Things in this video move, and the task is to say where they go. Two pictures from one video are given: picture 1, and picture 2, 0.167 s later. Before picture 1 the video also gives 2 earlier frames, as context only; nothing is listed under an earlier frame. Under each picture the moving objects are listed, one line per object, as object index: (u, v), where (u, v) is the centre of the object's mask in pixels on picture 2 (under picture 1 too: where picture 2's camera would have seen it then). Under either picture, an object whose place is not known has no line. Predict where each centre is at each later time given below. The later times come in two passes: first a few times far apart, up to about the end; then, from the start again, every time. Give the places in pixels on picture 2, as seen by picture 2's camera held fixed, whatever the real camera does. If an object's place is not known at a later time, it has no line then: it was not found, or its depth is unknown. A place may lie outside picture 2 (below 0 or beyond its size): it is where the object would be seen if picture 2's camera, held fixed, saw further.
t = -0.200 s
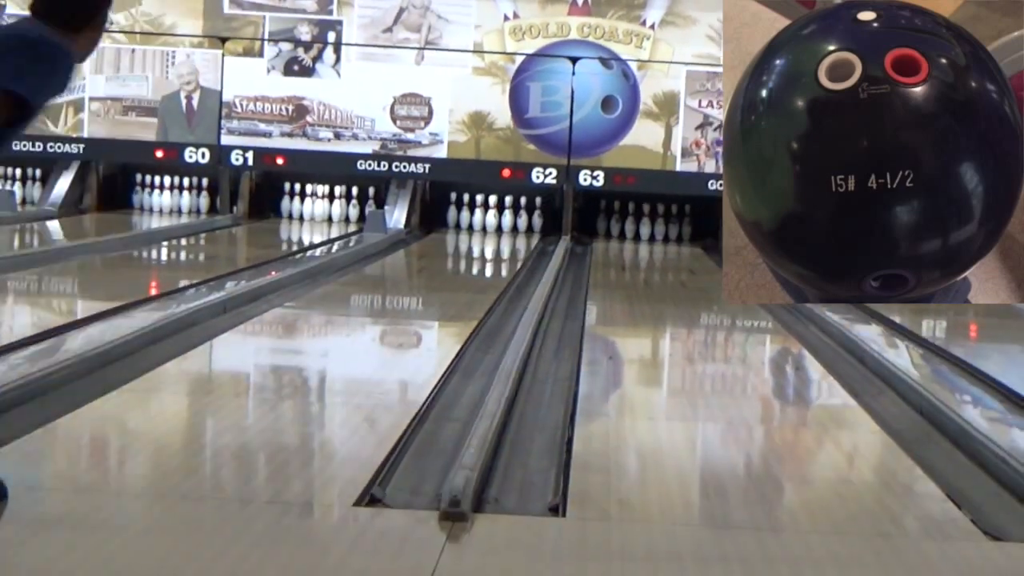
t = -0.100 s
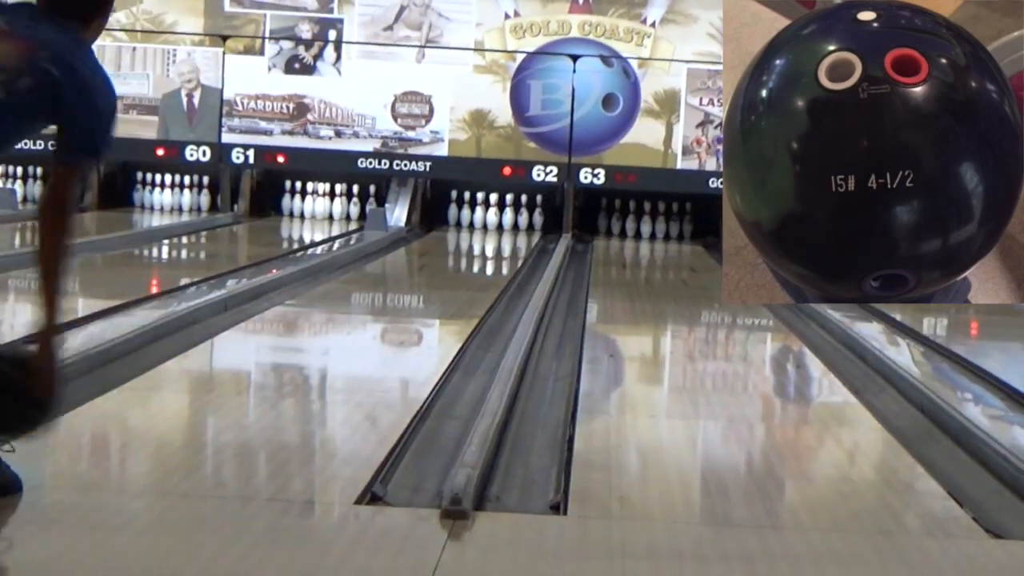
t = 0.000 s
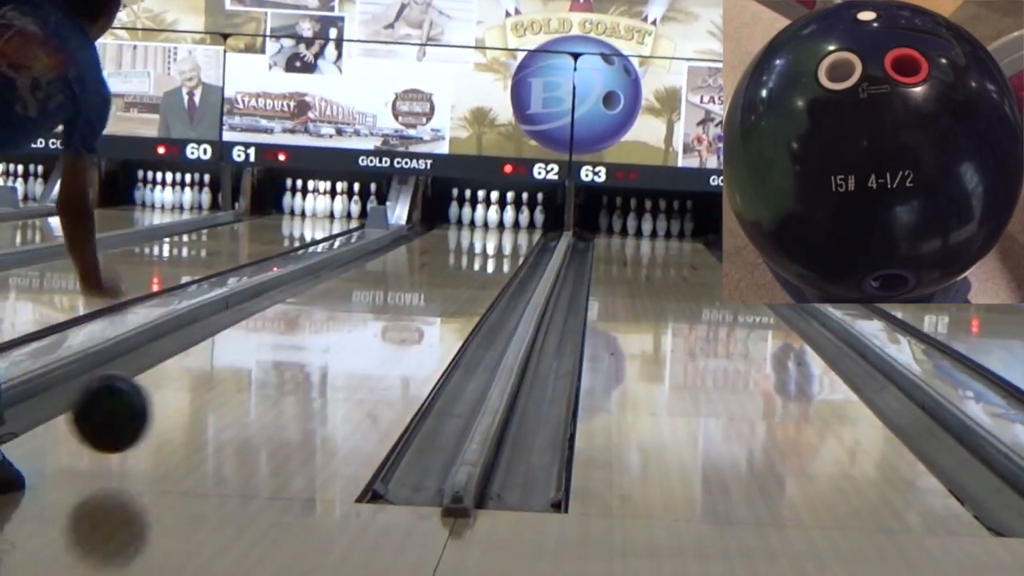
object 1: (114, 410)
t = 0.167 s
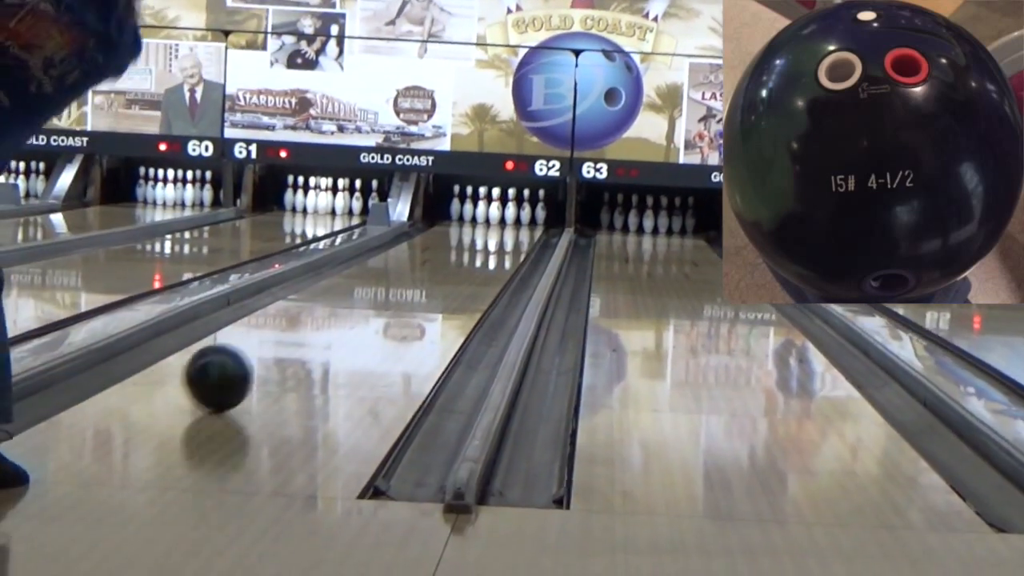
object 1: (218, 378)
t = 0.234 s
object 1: (250, 362)
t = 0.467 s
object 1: (335, 320)
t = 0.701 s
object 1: (394, 292)
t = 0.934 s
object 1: (434, 274)
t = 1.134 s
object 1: (461, 262)
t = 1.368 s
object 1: (485, 250)
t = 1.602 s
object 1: (501, 241)
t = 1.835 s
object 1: (512, 233)
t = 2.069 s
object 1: (515, 226)
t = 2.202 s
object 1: (514, 222)
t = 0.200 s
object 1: (235, 369)
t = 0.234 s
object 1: (250, 362)
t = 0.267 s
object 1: (265, 355)
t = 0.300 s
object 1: (278, 348)
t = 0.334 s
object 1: (291, 342)
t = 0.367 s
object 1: (303, 336)
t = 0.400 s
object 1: (315, 330)
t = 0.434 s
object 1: (325, 325)
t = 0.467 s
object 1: (335, 320)
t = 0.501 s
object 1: (345, 315)
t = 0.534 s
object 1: (354, 311)
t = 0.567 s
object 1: (363, 306)
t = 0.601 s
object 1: (371, 303)
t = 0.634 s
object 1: (379, 299)
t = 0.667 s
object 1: (386, 295)
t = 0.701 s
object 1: (394, 292)
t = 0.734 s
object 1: (400, 289)
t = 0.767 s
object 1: (406, 286)
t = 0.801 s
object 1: (412, 284)
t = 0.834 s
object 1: (418, 281)
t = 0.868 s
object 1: (424, 278)
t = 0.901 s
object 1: (429, 276)
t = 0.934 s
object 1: (434, 274)
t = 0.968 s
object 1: (439, 271)
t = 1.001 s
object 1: (444, 269)
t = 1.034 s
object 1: (449, 268)
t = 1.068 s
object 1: (454, 265)
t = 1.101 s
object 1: (457, 264)
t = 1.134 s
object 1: (461, 262)
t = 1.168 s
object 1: (465, 261)
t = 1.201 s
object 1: (469, 258)
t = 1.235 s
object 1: (473, 257)
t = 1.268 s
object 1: (476, 255)
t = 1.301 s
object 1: (479, 253)
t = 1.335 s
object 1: (482, 252)
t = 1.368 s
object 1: (485, 250)
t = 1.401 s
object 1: (488, 249)
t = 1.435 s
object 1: (490, 248)
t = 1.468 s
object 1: (493, 246)
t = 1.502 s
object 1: (495, 245)
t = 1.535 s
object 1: (498, 244)
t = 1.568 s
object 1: (500, 242)
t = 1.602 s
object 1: (501, 241)
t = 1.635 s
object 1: (504, 240)
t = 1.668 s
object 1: (506, 238)
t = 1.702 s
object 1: (507, 237)
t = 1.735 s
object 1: (509, 237)
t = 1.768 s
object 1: (510, 236)
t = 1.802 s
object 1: (511, 235)
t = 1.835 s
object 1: (512, 233)
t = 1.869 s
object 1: (513, 232)
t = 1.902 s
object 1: (514, 231)
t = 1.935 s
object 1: (515, 230)
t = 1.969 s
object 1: (515, 229)
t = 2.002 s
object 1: (515, 228)
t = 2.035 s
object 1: (516, 227)
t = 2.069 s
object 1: (515, 226)
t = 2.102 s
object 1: (515, 225)
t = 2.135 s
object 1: (515, 224)
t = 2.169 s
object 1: (515, 223)
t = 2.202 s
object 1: (514, 222)
